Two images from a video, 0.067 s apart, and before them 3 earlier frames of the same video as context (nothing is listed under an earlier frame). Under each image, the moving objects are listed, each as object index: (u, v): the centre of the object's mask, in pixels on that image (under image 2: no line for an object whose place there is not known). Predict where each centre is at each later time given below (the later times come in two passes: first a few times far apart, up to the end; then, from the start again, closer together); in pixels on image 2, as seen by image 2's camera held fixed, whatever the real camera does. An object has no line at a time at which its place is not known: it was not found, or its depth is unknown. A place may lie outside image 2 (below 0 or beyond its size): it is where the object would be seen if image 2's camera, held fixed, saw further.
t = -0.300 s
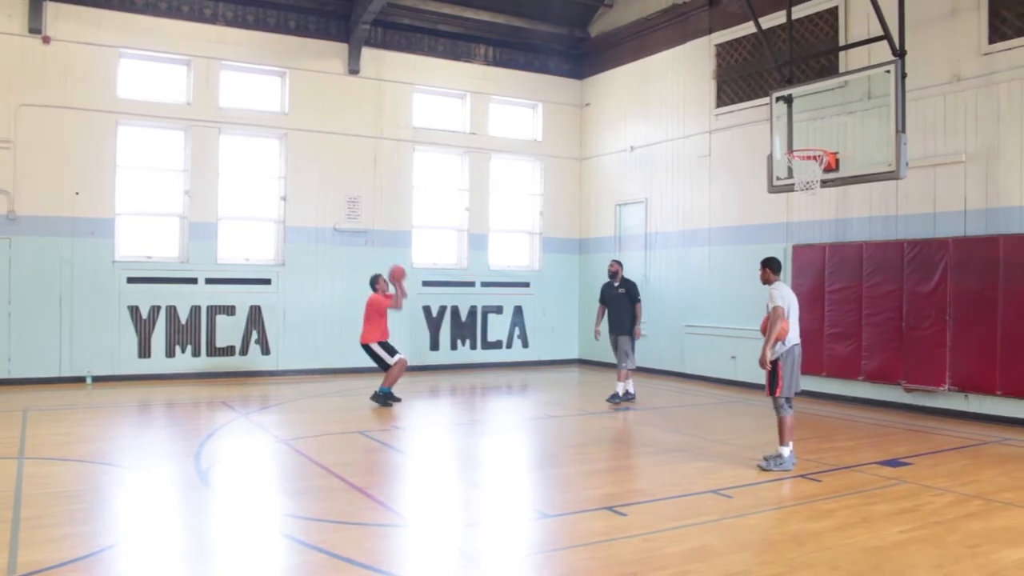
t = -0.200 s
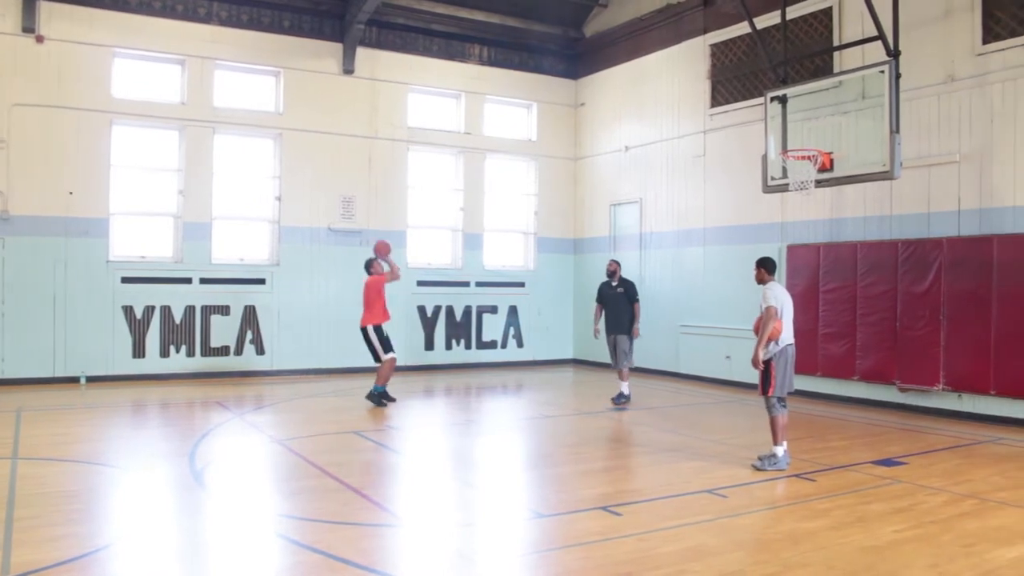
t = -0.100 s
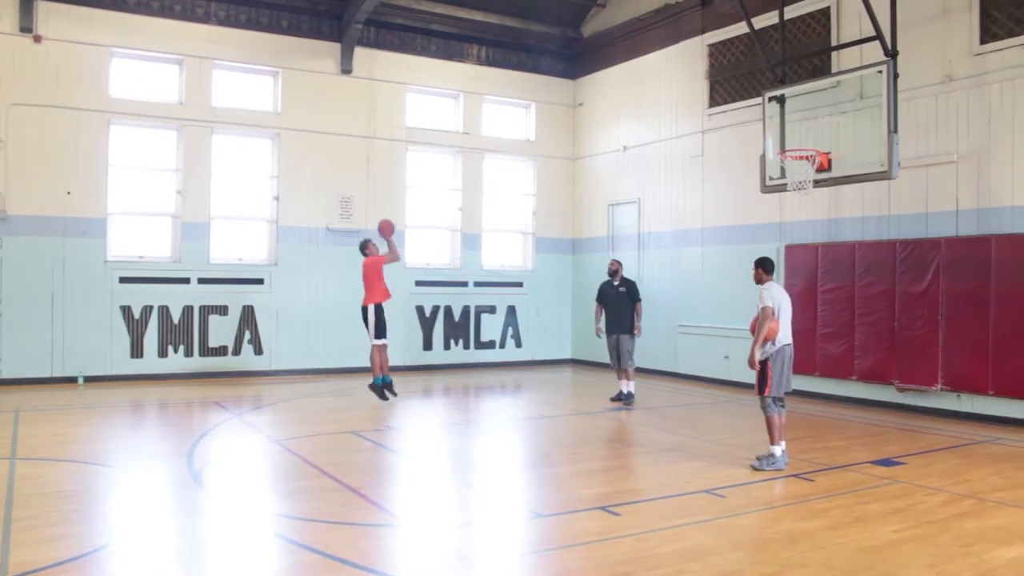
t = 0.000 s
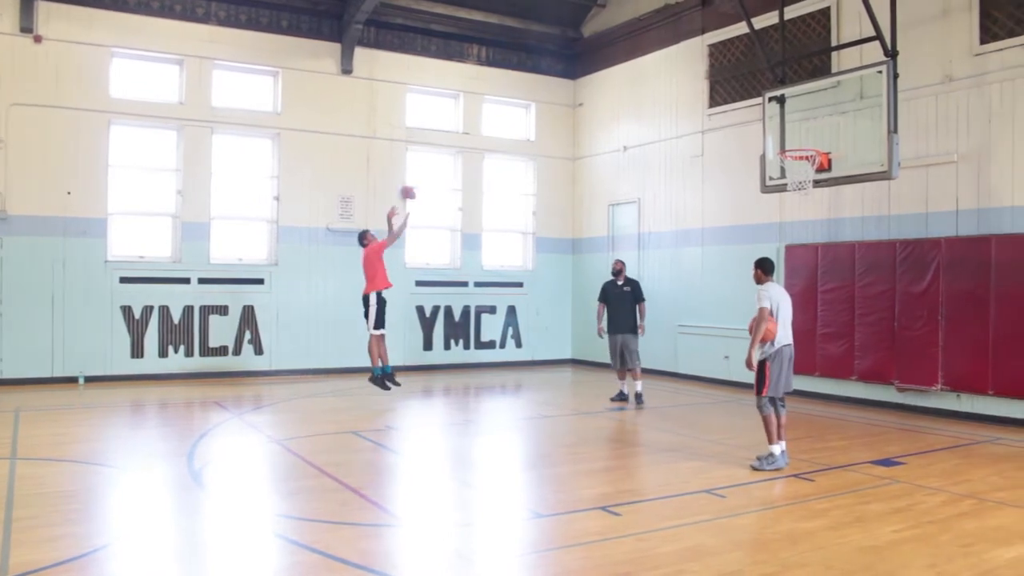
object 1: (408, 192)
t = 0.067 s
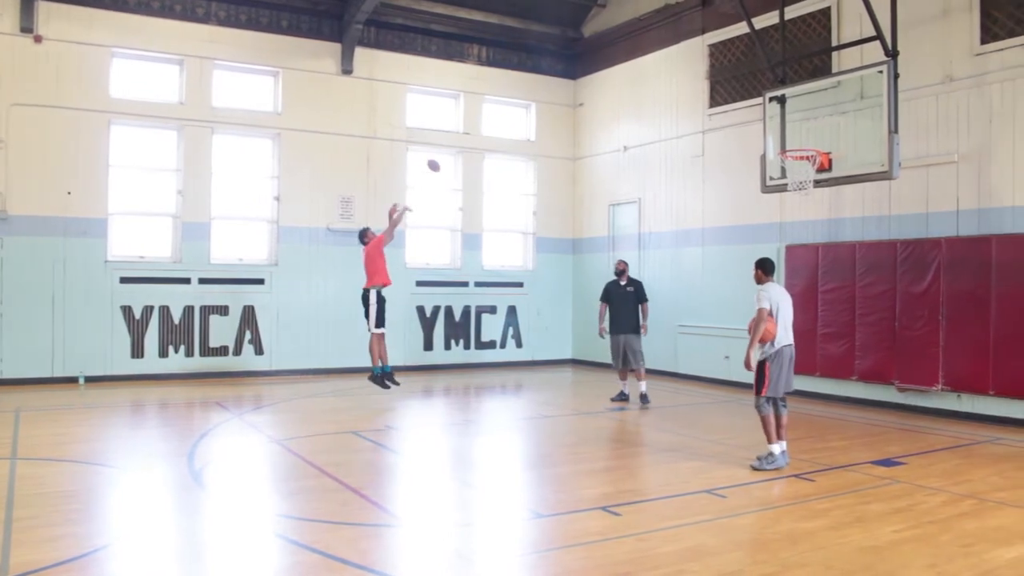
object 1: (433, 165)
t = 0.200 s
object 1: (482, 120)
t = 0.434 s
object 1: (573, 73)
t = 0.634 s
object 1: (651, 67)
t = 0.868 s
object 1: (745, 101)
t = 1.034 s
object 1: (806, 153)
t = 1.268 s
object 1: (786, 191)
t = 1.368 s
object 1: (782, 205)
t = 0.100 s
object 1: (446, 152)
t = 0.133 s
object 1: (459, 141)
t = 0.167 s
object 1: (471, 130)
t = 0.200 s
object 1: (482, 120)
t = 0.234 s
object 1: (496, 110)
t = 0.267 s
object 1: (509, 102)
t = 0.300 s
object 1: (522, 95)
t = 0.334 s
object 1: (535, 88)
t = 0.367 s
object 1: (547, 82)
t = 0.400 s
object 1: (560, 76)
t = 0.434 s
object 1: (573, 73)
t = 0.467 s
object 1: (585, 69)
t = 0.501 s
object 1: (598, 67)
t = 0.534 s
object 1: (611, 65)
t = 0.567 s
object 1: (624, 65)
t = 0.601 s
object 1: (638, 65)
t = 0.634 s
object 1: (651, 67)
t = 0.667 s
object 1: (664, 69)
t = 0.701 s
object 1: (678, 72)
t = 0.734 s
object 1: (691, 76)
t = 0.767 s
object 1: (706, 81)
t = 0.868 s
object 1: (745, 101)
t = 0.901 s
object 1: (759, 111)
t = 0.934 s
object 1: (774, 121)
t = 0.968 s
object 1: (787, 131)
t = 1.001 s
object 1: (801, 142)
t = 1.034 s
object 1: (806, 153)
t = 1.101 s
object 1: (794, 175)
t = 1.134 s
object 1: (793, 185)
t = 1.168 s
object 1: (790, 186)
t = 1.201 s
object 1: (788, 186)
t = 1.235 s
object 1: (787, 188)
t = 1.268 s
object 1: (786, 191)
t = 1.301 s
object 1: (784, 195)
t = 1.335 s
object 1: (783, 200)
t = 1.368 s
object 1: (782, 205)
